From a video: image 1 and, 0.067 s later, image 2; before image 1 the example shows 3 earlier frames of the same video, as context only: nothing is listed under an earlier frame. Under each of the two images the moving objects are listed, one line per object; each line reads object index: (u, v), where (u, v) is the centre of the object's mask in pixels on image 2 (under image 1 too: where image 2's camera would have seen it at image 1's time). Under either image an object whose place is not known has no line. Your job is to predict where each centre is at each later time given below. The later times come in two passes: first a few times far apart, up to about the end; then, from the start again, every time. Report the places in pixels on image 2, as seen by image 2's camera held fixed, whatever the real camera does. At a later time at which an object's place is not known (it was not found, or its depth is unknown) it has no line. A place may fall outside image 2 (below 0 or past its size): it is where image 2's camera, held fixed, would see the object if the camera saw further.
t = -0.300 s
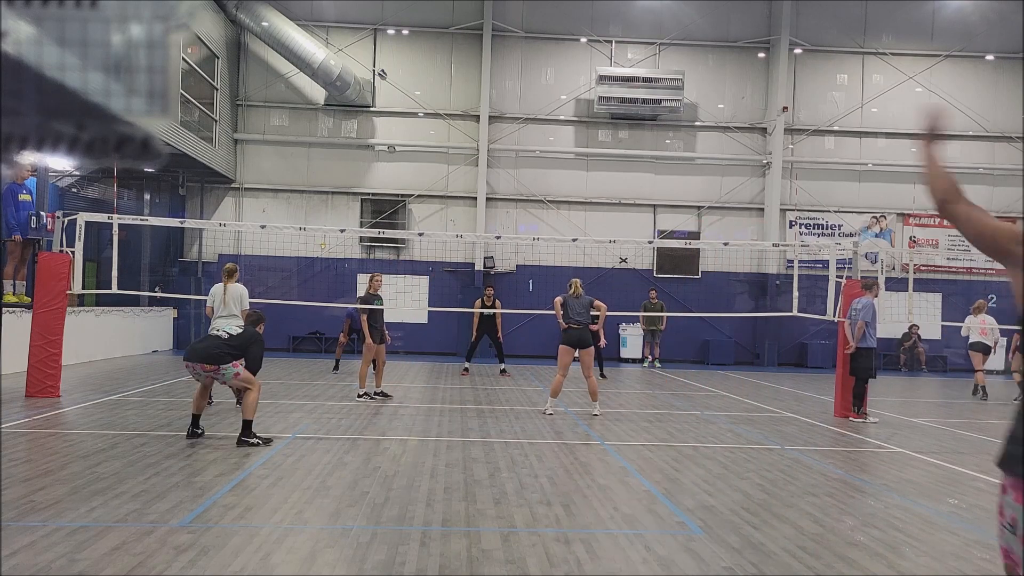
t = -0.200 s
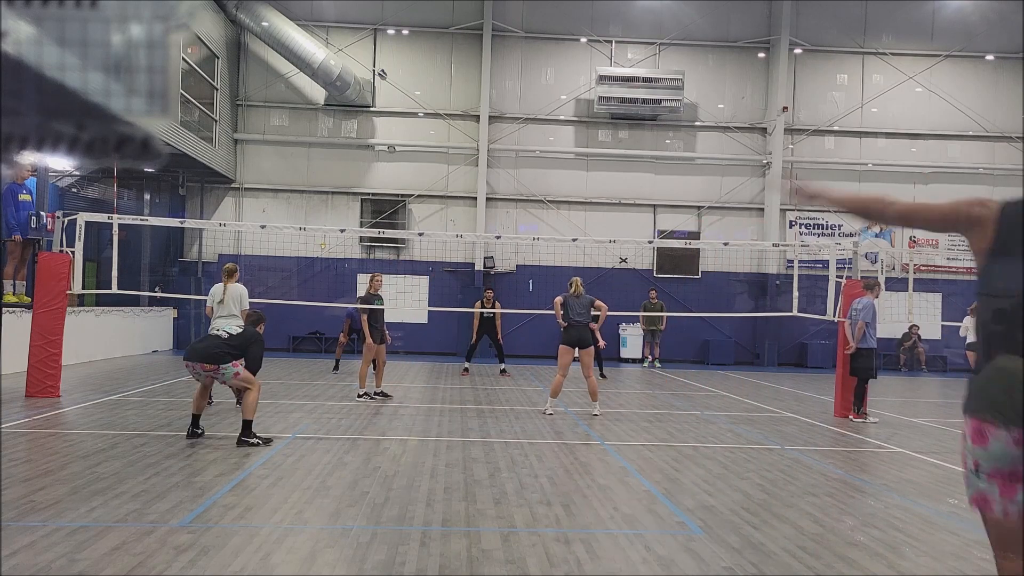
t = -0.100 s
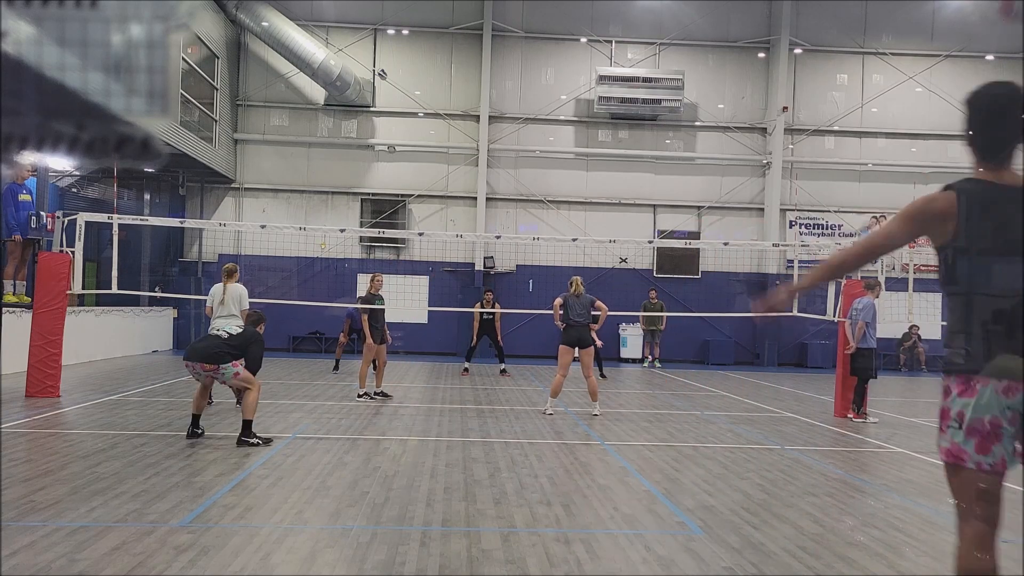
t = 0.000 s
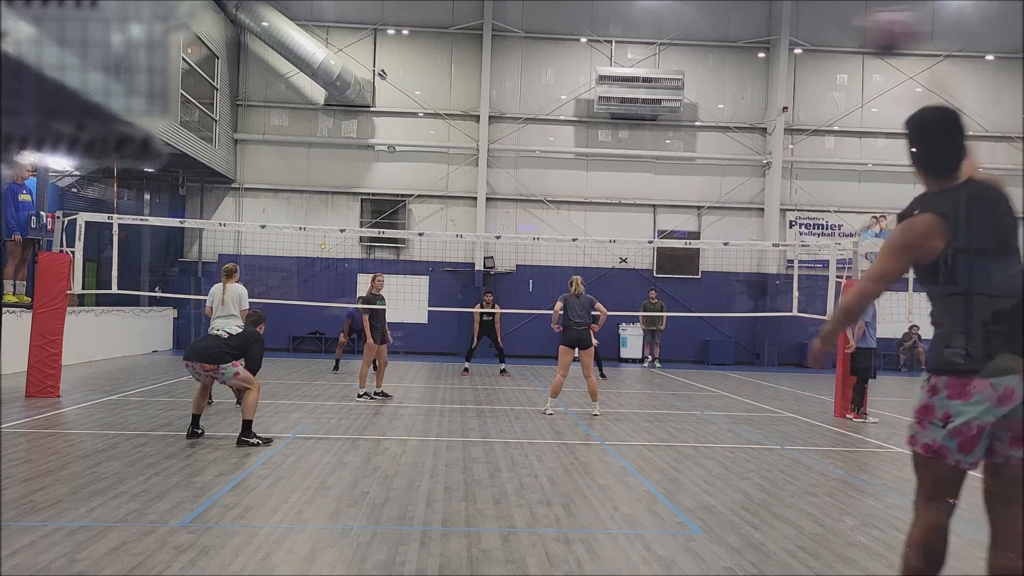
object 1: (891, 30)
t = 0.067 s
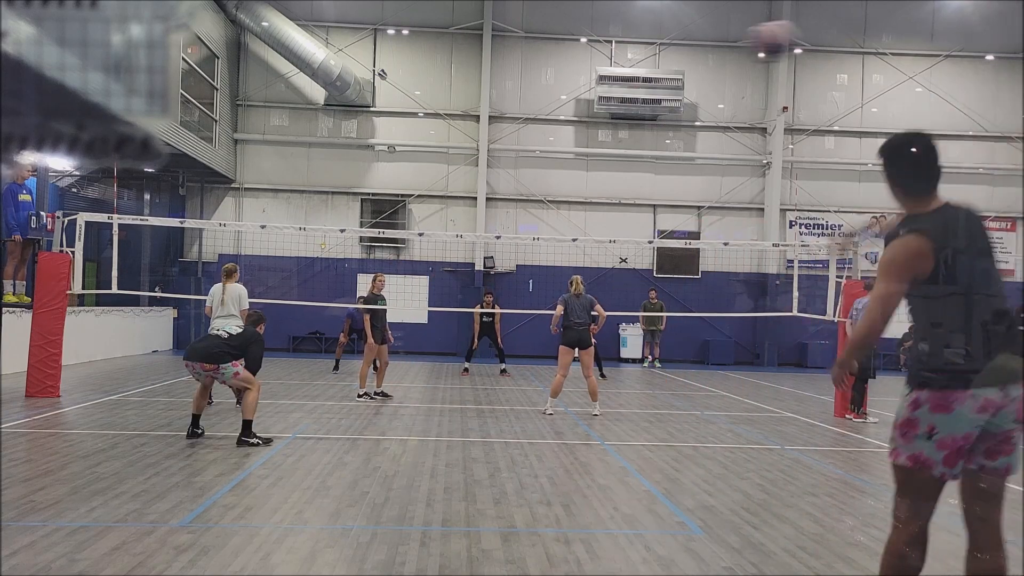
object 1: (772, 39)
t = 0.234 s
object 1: (608, 79)
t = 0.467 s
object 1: (507, 142)
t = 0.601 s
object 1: (474, 175)
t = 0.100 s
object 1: (730, 46)
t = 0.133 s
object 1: (694, 53)
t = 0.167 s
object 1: (662, 61)
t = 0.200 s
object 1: (633, 70)
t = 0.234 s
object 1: (608, 79)
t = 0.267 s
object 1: (590, 88)
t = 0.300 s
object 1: (573, 97)
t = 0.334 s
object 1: (556, 105)
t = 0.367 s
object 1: (541, 114)
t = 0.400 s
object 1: (529, 123)
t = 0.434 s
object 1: (519, 132)
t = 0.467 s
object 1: (507, 142)
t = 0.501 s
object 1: (498, 150)
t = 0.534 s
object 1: (489, 157)
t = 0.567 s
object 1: (481, 166)
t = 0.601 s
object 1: (474, 175)
